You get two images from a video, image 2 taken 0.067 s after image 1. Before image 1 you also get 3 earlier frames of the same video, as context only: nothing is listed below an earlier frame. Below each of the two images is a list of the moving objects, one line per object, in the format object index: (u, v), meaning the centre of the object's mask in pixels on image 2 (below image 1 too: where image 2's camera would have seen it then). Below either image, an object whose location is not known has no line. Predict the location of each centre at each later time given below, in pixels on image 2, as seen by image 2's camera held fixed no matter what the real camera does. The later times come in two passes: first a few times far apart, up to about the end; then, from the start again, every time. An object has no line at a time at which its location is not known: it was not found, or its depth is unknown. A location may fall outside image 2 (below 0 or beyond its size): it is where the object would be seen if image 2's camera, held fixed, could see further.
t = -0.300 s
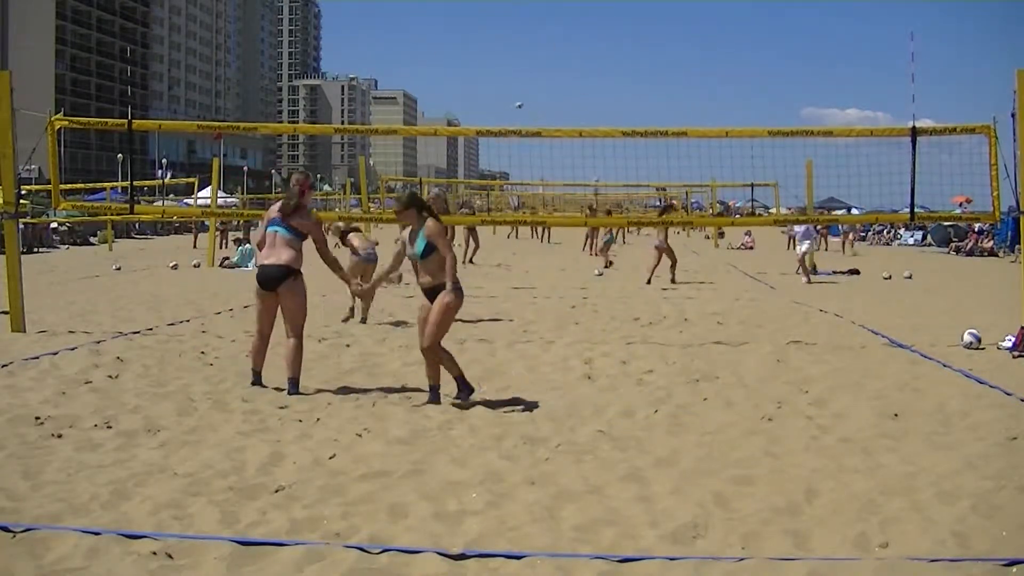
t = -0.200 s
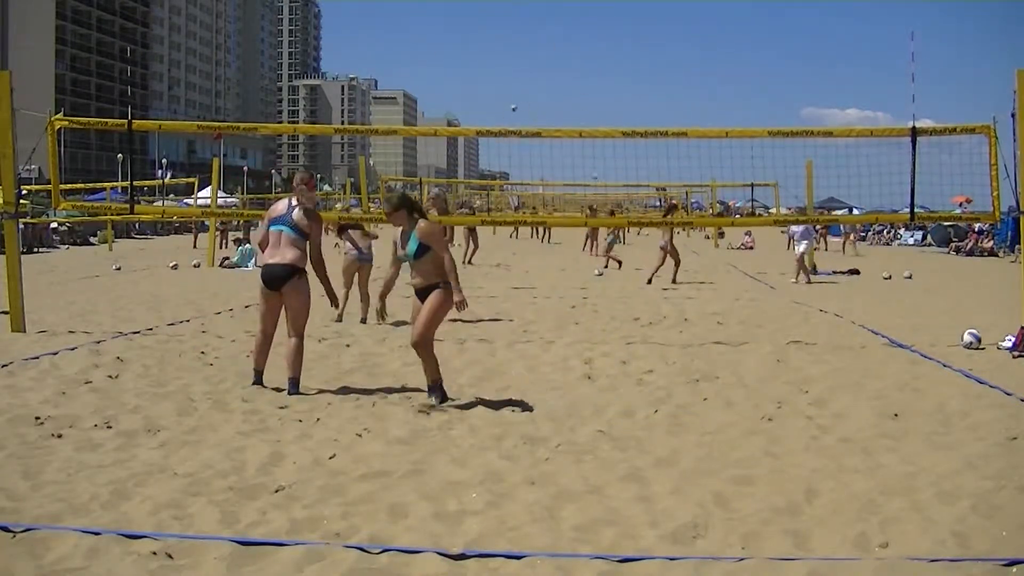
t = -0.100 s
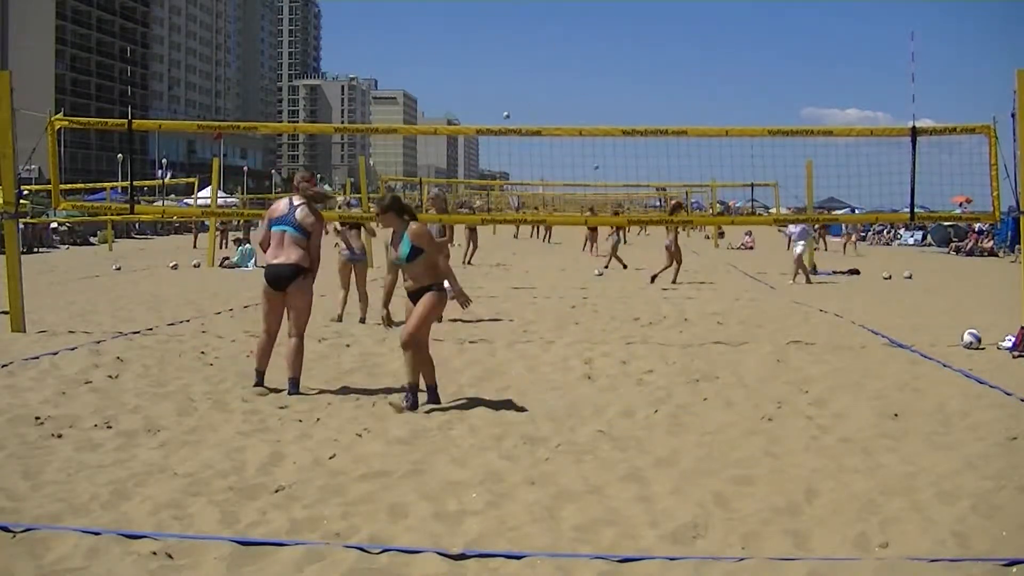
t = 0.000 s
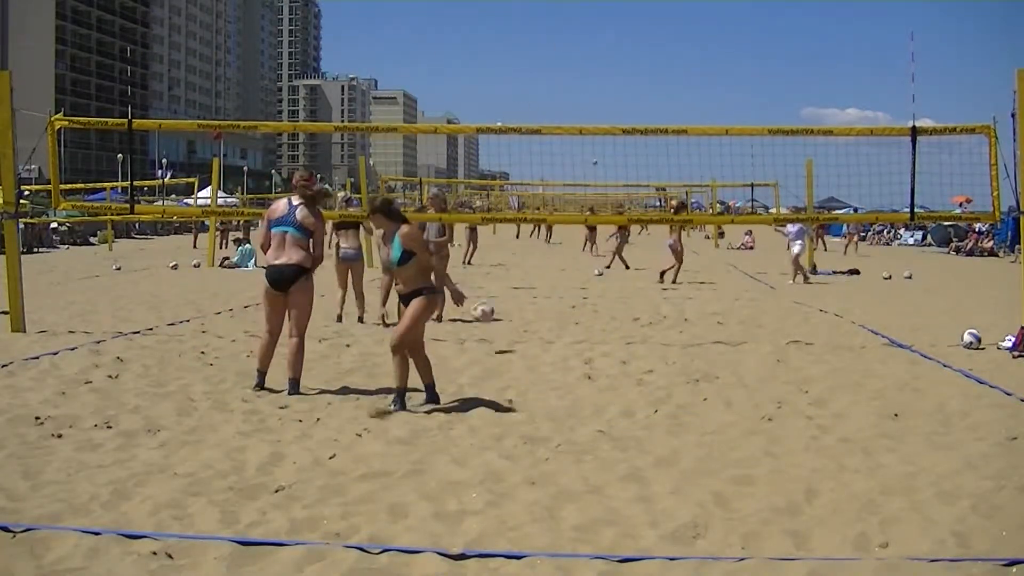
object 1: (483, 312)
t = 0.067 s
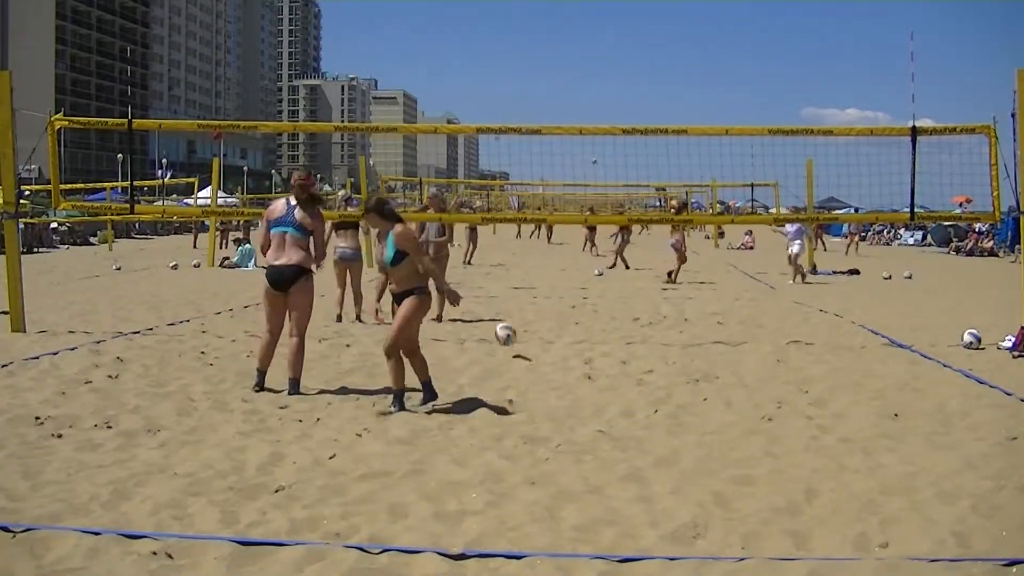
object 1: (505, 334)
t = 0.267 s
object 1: (550, 343)
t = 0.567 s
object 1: (611, 368)
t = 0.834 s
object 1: (651, 380)
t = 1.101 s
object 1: (686, 401)
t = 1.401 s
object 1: (723, 414)
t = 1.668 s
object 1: (750, 419)
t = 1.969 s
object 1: (770, 428)
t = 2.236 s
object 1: (786, 437)
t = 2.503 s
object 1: (787, 443)
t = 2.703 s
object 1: (790, 445)
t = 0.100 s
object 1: (517, 349)
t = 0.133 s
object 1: (524, 349)
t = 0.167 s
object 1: (530, 344)
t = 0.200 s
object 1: (538, 343)
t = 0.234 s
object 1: (544, 342)
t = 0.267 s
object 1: (550, 343)
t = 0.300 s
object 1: (556, 344)
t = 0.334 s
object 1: (563, 346)
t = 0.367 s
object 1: (571, 351)
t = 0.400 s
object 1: (578, 357)
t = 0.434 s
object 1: (585, 365)
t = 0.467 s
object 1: (592, 370)
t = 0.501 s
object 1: (598, 369)
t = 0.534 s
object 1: (605, 367)
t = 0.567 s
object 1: (611, 368)
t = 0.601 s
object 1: (617, 370)
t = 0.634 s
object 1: (622, 373)
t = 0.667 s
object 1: (629, 377)
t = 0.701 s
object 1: (634, 378)
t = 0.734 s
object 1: (638, 378)
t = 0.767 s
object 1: (644, 379)
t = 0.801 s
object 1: (647, 379)
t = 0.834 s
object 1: (651, 380)
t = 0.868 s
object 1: (656, 384)
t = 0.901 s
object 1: (660, 387)
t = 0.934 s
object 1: (665, 391)
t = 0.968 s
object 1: (669, 393)
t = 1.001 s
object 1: (674, 394)
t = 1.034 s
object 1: (678, 396)
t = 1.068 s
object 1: (682, 399)
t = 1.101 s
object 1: (686, 401)
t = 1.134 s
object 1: (690, 402)
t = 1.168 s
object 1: (694, 404)
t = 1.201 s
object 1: (698, 407)
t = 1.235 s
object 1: (703, 409)
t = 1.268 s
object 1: (707, 410)
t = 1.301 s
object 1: (711, 412)
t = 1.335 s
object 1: (715, 414)
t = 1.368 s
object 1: (719, 414)
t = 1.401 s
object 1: (723, 414)
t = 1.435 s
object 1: (726, 415)
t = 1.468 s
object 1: (730, 418)
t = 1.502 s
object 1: (734, 421)
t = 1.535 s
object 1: (738, 423)
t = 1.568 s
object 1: (742, 423)
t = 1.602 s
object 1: (745, 420)
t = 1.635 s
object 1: (748, 419)
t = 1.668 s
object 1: (750, 419)
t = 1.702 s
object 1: (753, 420)
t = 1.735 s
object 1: (755, 421)
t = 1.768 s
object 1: (757, 422)
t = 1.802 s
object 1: (760, 423)
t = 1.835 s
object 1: (762, 423)
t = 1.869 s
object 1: (764, 425)
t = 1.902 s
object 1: (766, 426)
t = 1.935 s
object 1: (768, 427)
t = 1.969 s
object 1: (770, 428)
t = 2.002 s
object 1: (772, 430)
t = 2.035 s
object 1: (774, 431)
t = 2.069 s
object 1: (776, 431)
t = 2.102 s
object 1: (778, 432)
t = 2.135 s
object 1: (780, 433)
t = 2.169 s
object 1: (782, 434)
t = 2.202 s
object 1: (784, 435)
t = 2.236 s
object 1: (786, 437)
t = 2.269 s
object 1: (787, 439)
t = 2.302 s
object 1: (789, 441)
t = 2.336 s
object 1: (790, 443)
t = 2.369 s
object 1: (790, 444)
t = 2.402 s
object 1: (789, 444)
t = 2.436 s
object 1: (789, 444)
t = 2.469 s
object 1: (788, 444)
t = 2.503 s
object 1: (787, 443)
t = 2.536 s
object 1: (787, 443)
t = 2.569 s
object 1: (787, 443)
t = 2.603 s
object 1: (788, 443)
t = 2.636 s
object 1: (788, 444)
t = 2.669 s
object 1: (789, 445)
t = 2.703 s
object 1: (790, 445)
